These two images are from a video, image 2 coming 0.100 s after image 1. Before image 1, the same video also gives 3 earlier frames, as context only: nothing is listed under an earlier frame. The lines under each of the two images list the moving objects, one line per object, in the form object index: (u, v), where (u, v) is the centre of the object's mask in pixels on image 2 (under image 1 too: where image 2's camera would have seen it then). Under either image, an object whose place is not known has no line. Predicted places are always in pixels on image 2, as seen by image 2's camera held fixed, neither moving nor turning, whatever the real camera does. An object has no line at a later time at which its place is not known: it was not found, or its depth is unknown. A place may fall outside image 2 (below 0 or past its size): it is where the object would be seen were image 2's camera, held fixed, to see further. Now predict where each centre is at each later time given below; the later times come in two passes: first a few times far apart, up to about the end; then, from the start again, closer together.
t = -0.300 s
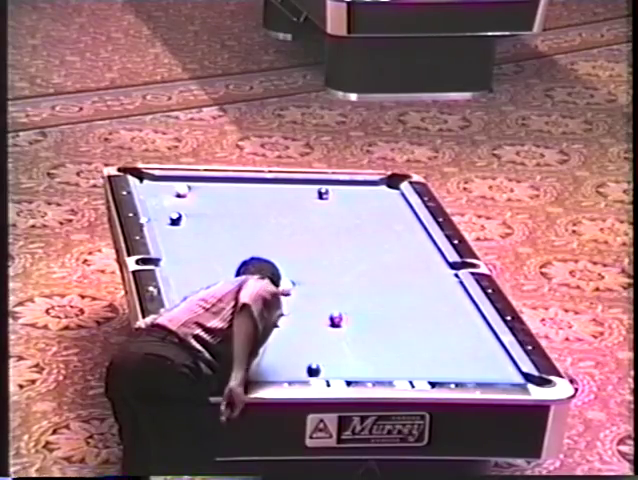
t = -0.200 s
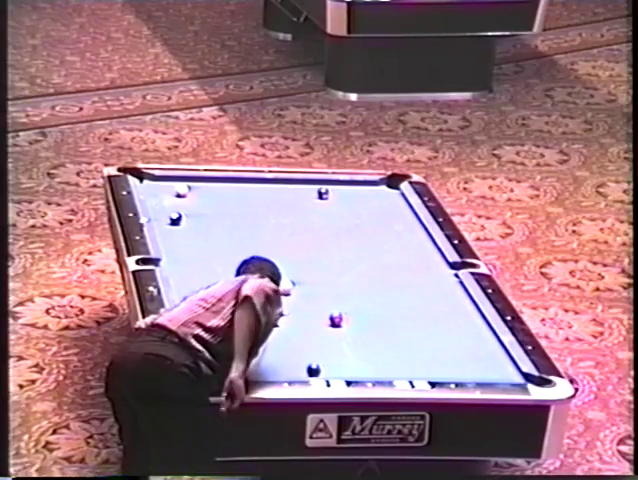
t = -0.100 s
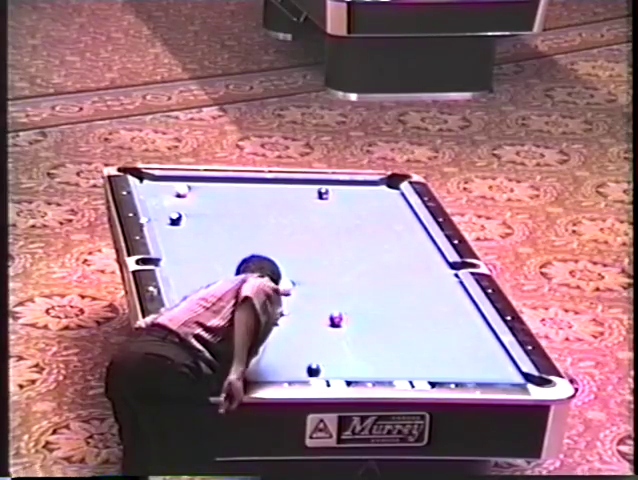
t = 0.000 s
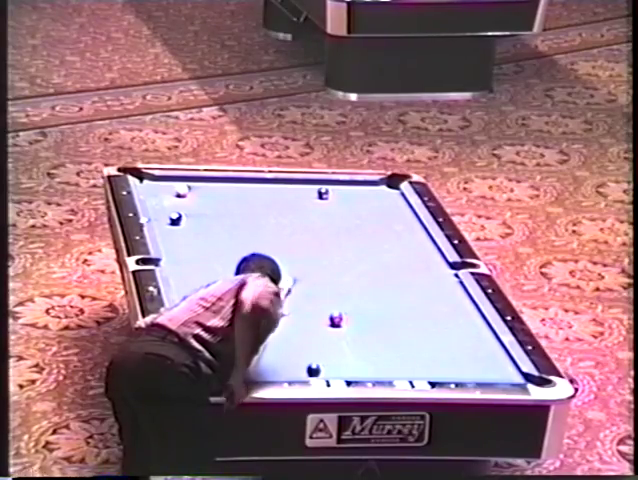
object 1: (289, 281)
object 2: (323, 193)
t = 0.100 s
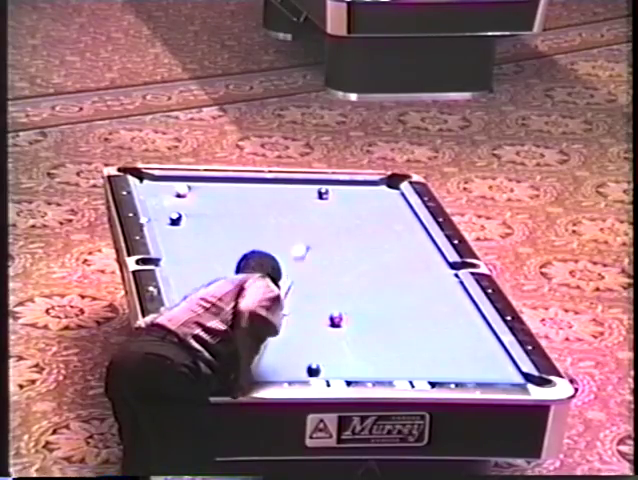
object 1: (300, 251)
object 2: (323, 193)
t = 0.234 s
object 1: (314, 214)
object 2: (323, 193)
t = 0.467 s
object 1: (325, 196)
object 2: (339, 196)
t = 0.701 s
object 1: (331, 196)
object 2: (370, 228)
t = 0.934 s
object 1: (334, 196)
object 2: (401, 259)
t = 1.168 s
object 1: (336, 197)
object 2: (433, 292)
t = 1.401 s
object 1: (338, 197)
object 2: (469, 328)
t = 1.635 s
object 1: (339, 198)
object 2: (507, 369)
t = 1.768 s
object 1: (342, 197)
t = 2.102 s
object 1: (339, 198)
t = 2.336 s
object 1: (339, 198)
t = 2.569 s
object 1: (339, 198)
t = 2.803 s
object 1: (339, 198)
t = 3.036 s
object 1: (339, 197)
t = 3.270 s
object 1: (339, 198)
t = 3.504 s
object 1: (339, 198)
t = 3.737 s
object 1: (339, 198)
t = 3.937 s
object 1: (339, 197)
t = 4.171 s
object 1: (339, 197)
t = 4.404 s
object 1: (339, 198)
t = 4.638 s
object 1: (339, 198)
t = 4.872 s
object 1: (339, 197)
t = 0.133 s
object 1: (304, 241)
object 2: (323, 193)
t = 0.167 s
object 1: (307, 232)
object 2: (323, 193)
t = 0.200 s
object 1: (311, 222)
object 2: (323, 193)
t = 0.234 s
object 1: (314, 214)
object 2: (323, 193)
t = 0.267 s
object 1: (318, 206)
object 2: (323, 193)
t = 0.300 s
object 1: (320, 199)
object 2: (325, 192)
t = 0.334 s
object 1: (322, 196)
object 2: (325, 187)
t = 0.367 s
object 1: (323, 195)
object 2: (326, 183)
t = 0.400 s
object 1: (324, 195)
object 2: (330, 186)
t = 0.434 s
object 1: (324, 196)
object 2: (335, 191)
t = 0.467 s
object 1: (325, 196)
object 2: (339, 196)
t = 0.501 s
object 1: (327, 195)
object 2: (344, 199)
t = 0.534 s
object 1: (327, 195)
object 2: (349, 205)
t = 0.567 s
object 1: (328, 195)
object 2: (354, 211)
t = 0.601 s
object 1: (329, 196)
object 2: (358, 215)
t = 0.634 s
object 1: (329, 196)
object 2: (362, 219)
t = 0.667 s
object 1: (330, 196)
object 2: (366, 223)
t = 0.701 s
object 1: (331, 196)
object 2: (370, 228)
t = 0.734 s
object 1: (331, 196)
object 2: (375, 232)
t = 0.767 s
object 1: (331, 196)
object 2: (378, 237)
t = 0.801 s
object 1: (332, 196)
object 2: (383, 241)
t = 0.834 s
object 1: (333, 196)
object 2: (388, 246)
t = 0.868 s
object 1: (333, 196)
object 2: (392, 250)
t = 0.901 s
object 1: (334, 196)
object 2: (396, 254)
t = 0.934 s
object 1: (334, 196)
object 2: (401, 259)
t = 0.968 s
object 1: (335, 196)
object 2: (405, 263)
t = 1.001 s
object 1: (335, 197)
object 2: (410, 268)
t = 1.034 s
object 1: (335, 197)
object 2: (414, 273)
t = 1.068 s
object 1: (336, 197)
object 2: (419, 277)
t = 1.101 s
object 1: (336, 197)
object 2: (423, 282)
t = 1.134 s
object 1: (336, 197)
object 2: (428, 288)
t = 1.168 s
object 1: (336, 197)
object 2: (433, 292)
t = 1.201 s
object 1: (337, 197)
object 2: (439, 297)
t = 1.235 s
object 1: (337, 197)
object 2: (443, 302)
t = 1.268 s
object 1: (337, 197)
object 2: (448, 308)
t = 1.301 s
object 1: (338, 197)
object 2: (454, 312)
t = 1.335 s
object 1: (338, 197)
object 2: (458, 317)
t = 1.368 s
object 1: (338, 197)
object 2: (463, 323)
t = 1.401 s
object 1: (338, 197)
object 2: (469, 328)
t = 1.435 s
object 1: (339, 197)
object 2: (474, 333)
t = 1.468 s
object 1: (339, 197)
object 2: (479, 340)
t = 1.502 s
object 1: (339, 197)
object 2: (485, 344)
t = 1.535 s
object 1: (339, 198)
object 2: (491, 350)
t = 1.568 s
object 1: (339, 197)
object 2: (496, 356)
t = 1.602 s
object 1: (339, 197)
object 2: (502, 362)
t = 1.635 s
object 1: (339, 198)
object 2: (507, 369)
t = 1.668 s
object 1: (339, 198)
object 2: (513, 374)
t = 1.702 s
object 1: (339, 198)
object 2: (517, 377)
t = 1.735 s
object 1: (340, 198)
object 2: (523, 380)
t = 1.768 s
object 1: (342, 197)
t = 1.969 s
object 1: (336, 197)
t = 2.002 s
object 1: (338, 198)
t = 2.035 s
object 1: (339, 198)
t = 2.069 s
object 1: (339, 198)
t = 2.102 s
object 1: (339, 198)
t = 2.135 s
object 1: (339, 198)
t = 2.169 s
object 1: (339, 198)
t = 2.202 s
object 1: (339, 198)
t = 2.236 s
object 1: (339, 198)
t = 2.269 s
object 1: (339, 198)
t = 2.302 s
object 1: (339, 198)
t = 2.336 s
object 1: (339, 198)
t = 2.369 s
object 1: (339, 197)
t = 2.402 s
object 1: (339, 198)
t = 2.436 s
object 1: (339, 198)
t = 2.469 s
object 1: (339, 198)
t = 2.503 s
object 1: (339, 197)
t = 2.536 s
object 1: (339, 198)
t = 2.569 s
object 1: (339, 198)
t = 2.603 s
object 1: (339, 197)
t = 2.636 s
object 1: (339, 197)
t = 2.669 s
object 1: (339, 197)
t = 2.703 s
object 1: (339, 197)
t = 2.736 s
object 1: (339, 197)
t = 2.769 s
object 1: (339, 198)
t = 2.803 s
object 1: (339, 198)
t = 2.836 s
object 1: (339, 198)
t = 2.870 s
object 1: (339, 198)
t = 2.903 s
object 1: (339, 197)
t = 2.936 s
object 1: (339, 197)
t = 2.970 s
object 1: (339, 197)
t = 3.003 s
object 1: (339, 197)
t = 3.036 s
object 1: (339, 197)
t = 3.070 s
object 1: (339, 197)
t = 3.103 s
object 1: (339, 197)
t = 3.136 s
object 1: (339, 197)
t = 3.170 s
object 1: (339, 198)
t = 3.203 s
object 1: (339, 198)
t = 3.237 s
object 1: (339, 197)
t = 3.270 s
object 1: (339, 198)
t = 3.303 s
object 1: (339, 198)
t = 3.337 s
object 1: (339, 197)
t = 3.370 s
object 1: (339, 198)
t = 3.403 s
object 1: (339, 197)
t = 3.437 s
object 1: (339, 198)
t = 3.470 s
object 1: (339, 198)
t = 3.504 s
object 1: (339, 198)
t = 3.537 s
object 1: (339, 198)
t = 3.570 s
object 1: (339, 198)
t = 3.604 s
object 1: (339, 198)
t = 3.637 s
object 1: (339, 198)
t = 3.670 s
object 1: (339, 197)
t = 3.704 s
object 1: (339, 198)
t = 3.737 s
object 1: (339, 198)
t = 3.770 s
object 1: (339, 198)
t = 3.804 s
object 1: (339, 197)
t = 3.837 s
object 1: (339, 197)
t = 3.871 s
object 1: (339, 197)
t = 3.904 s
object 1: (339, 197)
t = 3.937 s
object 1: (339, 197)
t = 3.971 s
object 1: (339, 197)
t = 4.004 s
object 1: (339, 197)
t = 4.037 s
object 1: (339, 197)
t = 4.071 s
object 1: (339, 197)
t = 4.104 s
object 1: (339, 198)
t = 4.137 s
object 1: (339, 198)
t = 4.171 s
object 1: (339, 197)
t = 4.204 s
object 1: (339, 197)
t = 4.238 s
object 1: (339, 197)
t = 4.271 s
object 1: (339, 198)
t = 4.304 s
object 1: (339, 198)
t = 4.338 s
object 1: (339, 197)
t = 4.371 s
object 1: (339, 197)
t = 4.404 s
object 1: (339, 198)
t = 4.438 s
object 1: (339, 197)
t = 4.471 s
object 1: (339, 197)
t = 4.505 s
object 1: (339, 197)
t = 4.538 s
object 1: (339, 197)
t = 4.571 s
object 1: (339, 197)
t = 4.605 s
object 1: (339, 197)
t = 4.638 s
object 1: (339, 198)
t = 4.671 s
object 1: (339, 198)
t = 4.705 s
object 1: (339, 198)
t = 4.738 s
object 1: (339, 197)
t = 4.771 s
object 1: (339, 198)
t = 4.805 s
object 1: (339, 197)
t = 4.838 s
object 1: (339, 197)
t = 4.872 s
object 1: (339, 197)
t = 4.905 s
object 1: (339, 197)
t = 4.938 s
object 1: (339, 197)
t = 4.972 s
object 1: (339, 197)
